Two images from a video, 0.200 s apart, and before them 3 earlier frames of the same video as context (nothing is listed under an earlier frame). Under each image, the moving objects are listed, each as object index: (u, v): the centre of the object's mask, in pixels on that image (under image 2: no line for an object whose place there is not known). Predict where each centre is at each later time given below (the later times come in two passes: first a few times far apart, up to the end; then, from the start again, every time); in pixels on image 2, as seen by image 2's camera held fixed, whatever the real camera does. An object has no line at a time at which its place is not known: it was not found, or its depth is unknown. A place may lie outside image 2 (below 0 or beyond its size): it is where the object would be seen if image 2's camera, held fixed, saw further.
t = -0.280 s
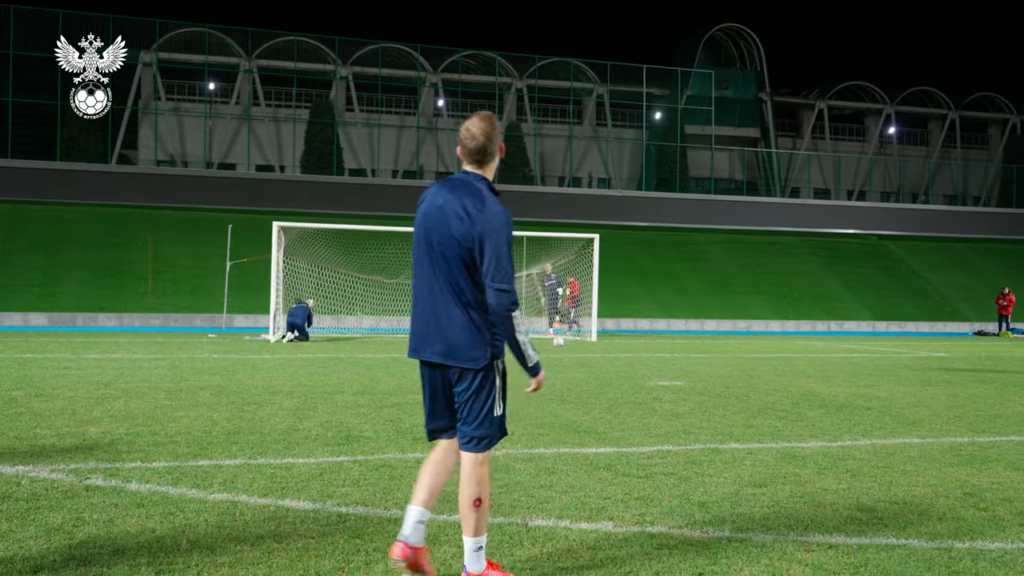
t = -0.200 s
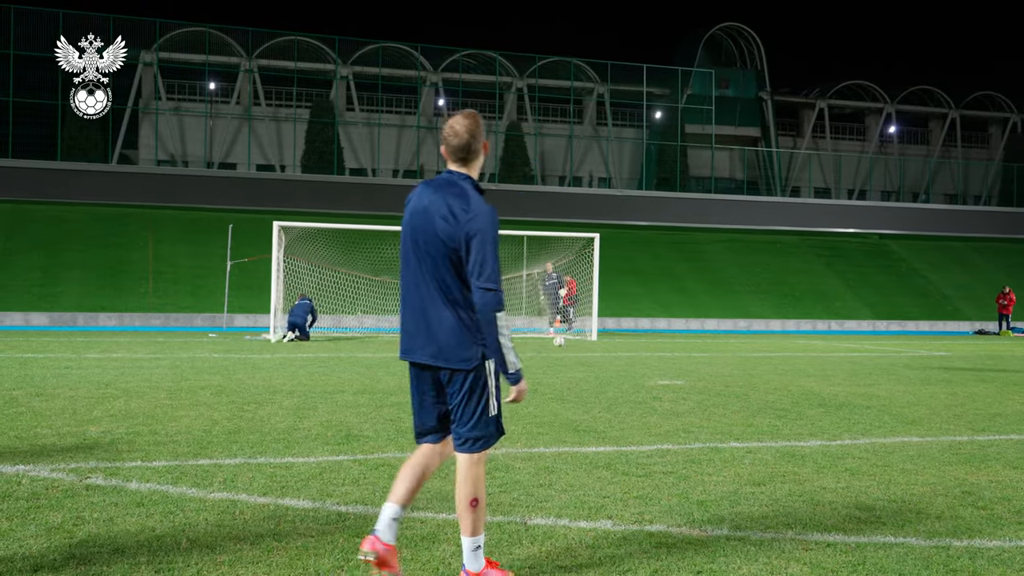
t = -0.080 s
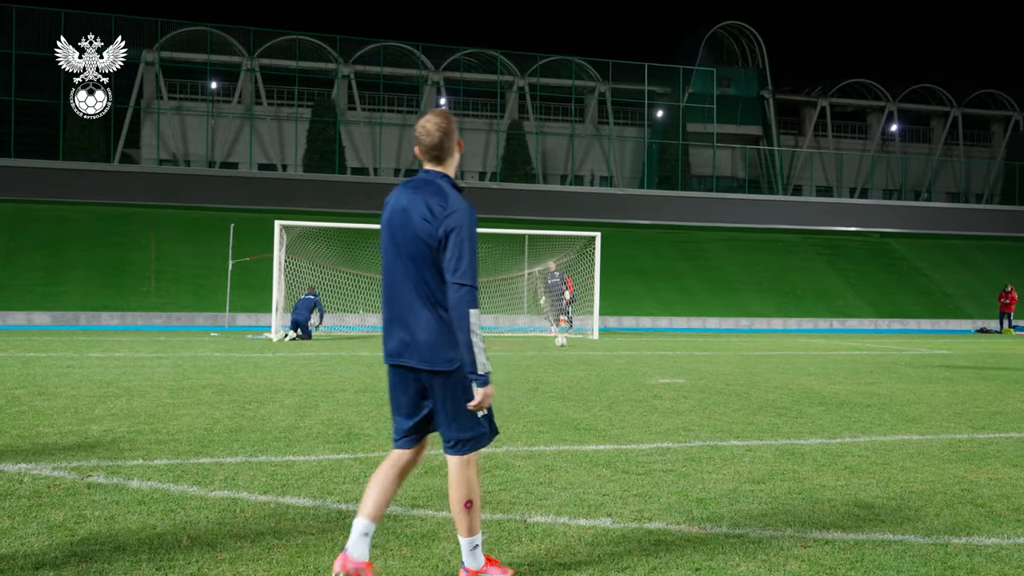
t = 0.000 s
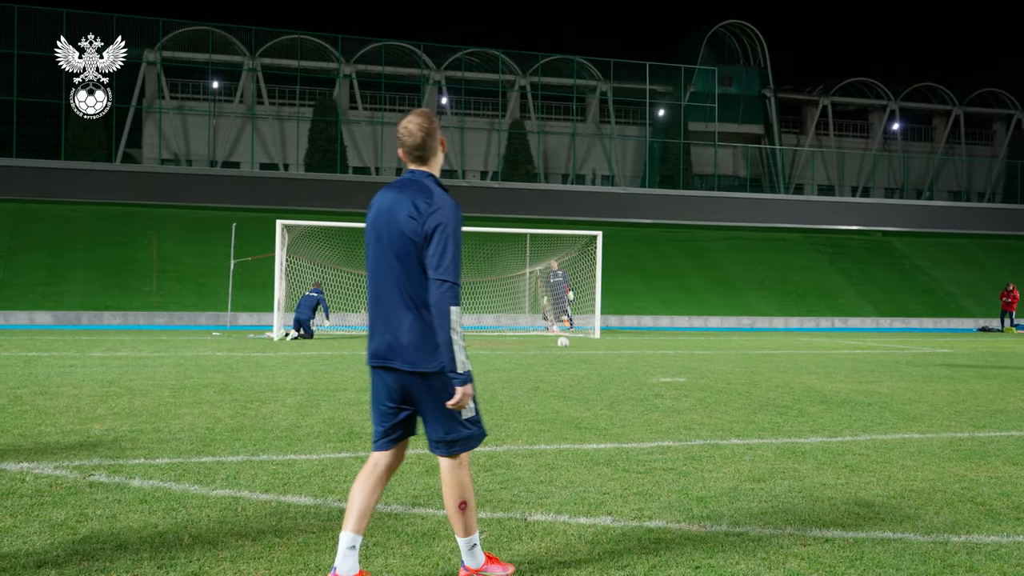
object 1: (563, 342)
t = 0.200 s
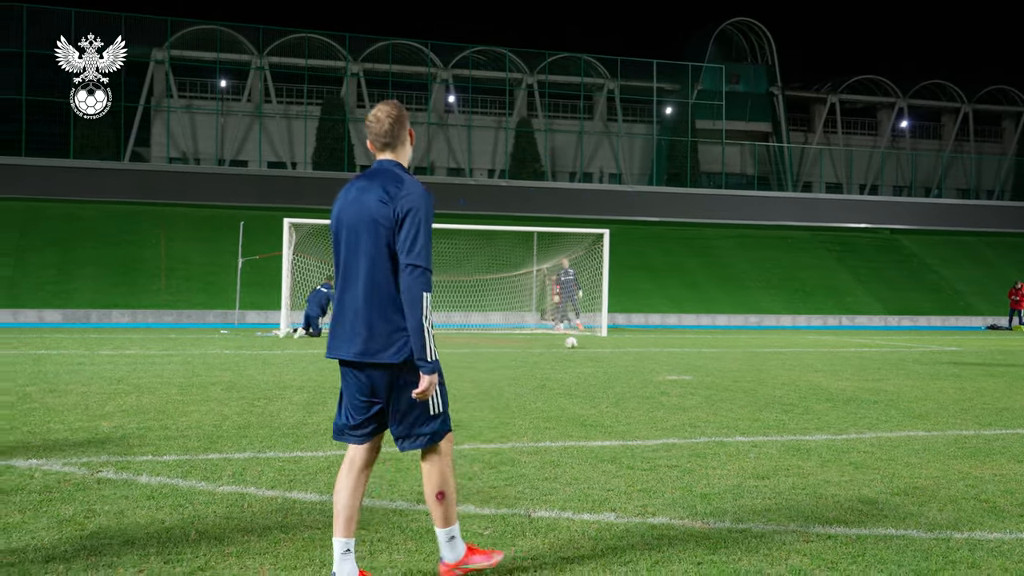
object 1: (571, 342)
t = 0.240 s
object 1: (572, 343)
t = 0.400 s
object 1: (574, 346)
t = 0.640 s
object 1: (577, 350)
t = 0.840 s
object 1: (579, 354)
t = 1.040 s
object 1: (581, 358)
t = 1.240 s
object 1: (583, 361)
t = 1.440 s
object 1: (585, 364)
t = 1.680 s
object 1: (589, 369)
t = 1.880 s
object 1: (591, 373)
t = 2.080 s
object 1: (592, 376)
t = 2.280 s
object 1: (594, 381)
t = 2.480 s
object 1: (596, 385)
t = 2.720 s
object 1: (600, 392)
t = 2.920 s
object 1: (605, 398)
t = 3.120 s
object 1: (609, 403)
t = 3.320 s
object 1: (613, 409)
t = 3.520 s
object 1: (616, 416)
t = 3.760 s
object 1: (619, 422)
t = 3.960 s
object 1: (620, 428)
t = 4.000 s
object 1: (620, 427)
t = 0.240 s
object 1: (572, 343)
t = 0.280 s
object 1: (572, 344)
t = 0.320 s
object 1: (572, 345)
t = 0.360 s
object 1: (573, 345)
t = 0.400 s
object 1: (574, 346)
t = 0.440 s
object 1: (574, 347)
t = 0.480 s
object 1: (575, 348)
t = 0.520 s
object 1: (575, 348)
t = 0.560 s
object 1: (575, 350)
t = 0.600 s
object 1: (576, 350)
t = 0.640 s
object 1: (577, 350)
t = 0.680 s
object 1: (577, 352)
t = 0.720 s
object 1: (578, 353)
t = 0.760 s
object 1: (578, 353)
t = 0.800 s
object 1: (578, 354)
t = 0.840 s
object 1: (579, 354)
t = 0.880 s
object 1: (579, 355)
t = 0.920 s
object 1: (580, 355)
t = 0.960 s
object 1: (580, 356)
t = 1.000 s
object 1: (581, 357)
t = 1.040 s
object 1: (581, 358)
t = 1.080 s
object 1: (582, 358)
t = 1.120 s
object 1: (582, 359)
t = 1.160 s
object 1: (582, 360)
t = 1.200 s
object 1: (583, 361)
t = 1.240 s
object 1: (583, 361)
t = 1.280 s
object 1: (583, 362)
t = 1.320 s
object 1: (584, 363)
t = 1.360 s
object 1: (585, 364)
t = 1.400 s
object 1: (585, 364)
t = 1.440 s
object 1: (585, 364)
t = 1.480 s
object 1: (586, 365)
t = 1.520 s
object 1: (587, 366)
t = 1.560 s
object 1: (588, 366)
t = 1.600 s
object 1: (588, 367)
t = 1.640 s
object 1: (588, 369)
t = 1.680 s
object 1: (589, 369)
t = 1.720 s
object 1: (590, 369)
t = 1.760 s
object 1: (590, 370)
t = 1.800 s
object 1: (590, 371)
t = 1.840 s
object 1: (590, 372)
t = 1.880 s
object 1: (591, 373)
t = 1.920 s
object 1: (591, 373)
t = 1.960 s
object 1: (592, 374)
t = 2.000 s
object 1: (592, 375)
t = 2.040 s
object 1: (592, 377)
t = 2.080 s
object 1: (592, 376)
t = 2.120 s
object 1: (593, 377)
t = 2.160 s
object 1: (593, 379)
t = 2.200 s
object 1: (593, 380)
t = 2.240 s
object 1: (593, 380)
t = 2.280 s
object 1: (594, 381)
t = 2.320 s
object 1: (594, 383)
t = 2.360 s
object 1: (595, 383)
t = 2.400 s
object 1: (595, 383)
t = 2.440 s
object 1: (596, 384)
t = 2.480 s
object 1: (596, 385)
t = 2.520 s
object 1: (597, 388)
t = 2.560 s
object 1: (598, 388)
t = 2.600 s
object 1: (598, 388)
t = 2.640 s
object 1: (599, 390)
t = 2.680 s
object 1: (599, 392)
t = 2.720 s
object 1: (600, 392)
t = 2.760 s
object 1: (601, 393)
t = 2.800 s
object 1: (602, 395)
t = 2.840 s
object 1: (603, 396)
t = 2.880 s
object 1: (604, 396)
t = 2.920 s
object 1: (605, 398)
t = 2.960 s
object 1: (606, 399)
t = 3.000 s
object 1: (606, 400)
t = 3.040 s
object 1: (607, 402)
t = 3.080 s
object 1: (608, 402)
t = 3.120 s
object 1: (609, 403)
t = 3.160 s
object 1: (610, 405)
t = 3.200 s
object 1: (611, 406)
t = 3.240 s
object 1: (612, 407)
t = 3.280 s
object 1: (613, 408)
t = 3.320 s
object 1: (613, 409)
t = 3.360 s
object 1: (614, 411)
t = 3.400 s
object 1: (615, 413)
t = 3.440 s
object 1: (615, 413)
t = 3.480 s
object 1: (616, 415)
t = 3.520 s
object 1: (616, 416)
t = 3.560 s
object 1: (617, 417)
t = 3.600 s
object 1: (617, 419)
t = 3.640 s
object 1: (617, 419)
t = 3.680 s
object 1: (618, 419)
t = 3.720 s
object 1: (618, 421)
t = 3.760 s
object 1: (619, 422)
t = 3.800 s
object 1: (619, 423)
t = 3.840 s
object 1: (619, 424)
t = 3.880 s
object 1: (620, 425)
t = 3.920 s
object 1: (620, 427)
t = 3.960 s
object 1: (620, 428)
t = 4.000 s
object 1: (620, 427)
